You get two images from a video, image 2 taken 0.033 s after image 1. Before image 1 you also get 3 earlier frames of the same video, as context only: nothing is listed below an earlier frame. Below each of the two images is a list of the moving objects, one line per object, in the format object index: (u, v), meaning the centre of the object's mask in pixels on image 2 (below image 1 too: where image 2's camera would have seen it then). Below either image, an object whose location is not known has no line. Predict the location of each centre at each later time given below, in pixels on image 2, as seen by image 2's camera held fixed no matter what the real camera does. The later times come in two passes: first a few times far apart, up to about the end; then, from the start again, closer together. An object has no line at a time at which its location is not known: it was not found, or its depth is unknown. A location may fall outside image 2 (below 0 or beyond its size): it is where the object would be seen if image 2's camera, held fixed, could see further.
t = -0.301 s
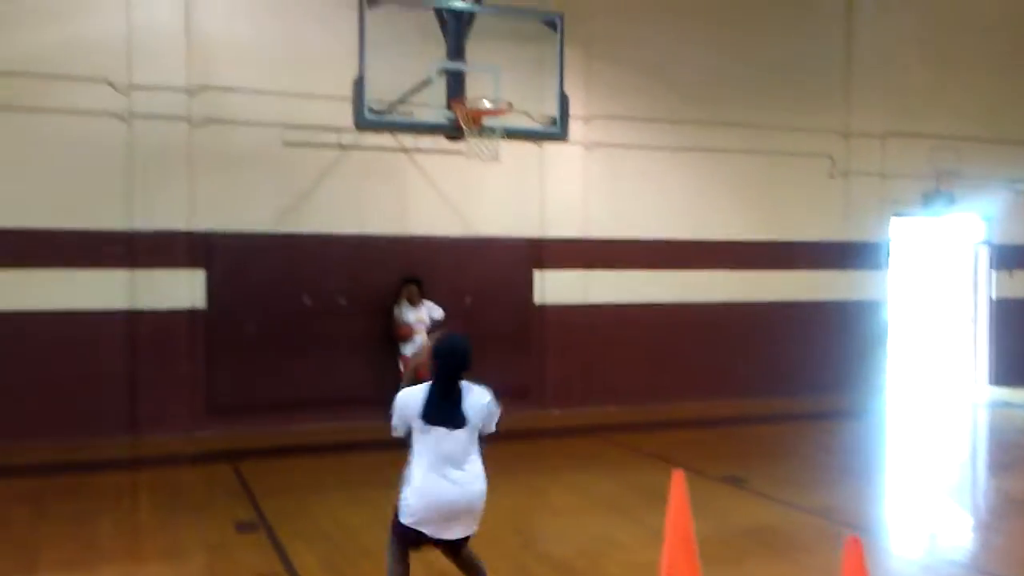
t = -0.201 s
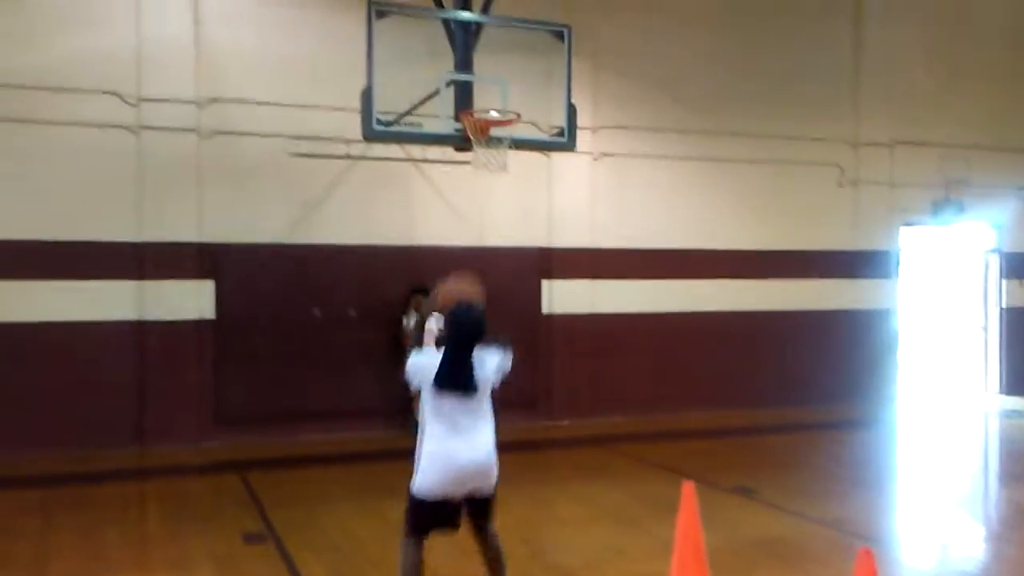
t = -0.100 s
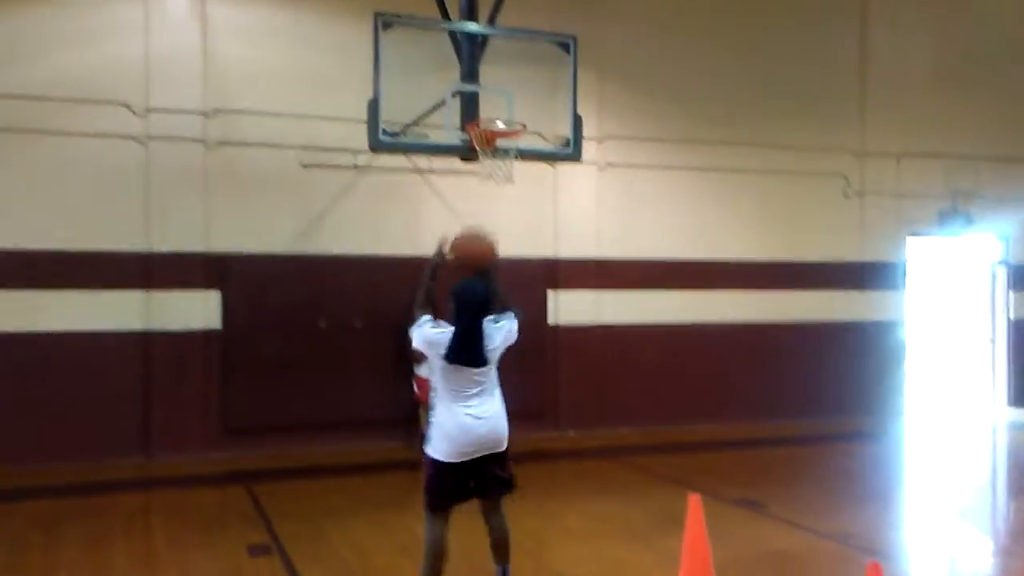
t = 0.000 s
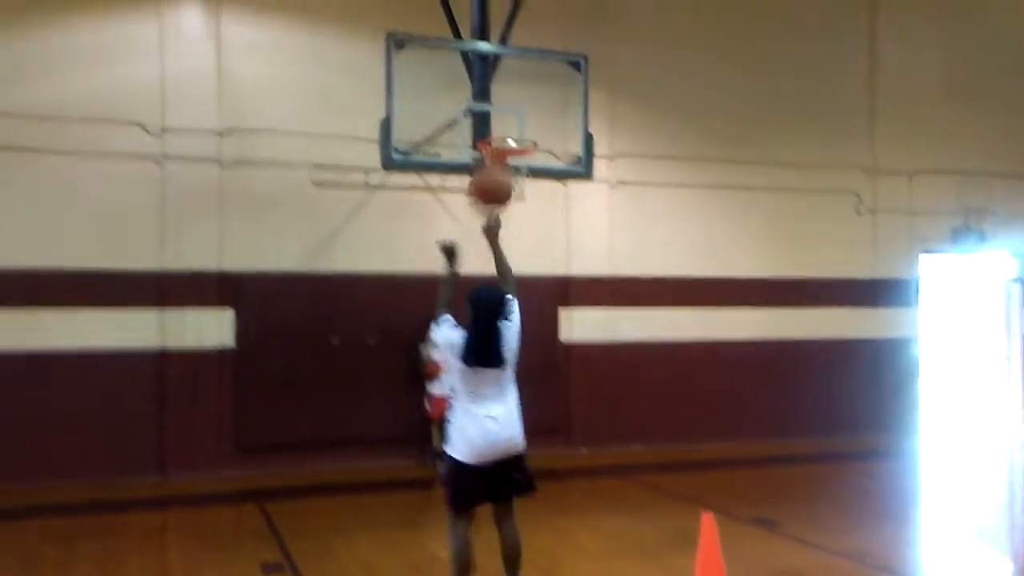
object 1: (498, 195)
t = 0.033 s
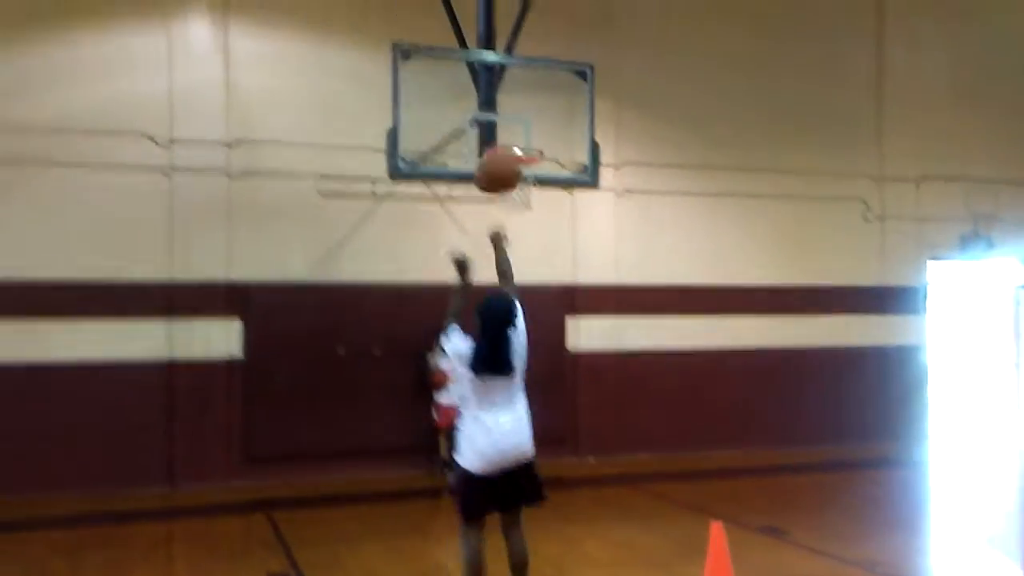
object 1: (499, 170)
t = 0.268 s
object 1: (509, 69)
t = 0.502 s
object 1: (518, 70)
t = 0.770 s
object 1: (525, 143)
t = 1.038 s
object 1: (513, 117)
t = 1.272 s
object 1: (539, 130)
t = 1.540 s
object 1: (573, 231)
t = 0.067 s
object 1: (500, 148)
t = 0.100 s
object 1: (500, 130)
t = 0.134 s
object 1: (503, 112)
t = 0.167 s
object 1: (503, 98)
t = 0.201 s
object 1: (507, 84)
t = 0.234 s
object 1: (508, 76)
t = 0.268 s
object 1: (509, 69)
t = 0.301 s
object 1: (511, 65)
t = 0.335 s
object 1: (512, 62)
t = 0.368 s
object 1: (513, 60)
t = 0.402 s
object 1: (514, 60)
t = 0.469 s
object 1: (517, 65)
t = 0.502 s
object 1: (518, 70)
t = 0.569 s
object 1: (519, 83)
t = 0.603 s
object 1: (521, 92)
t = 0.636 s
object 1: (521, 101)
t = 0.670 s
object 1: (523, 111)
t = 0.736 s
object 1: (524, 134)
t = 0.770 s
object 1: (525, 143)
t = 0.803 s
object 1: (519, 145)
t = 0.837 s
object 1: (508, 143)
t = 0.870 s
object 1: (498, 141)
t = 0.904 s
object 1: (498, 138)
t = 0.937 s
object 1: (503, 131)
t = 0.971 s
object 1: (506, 125)
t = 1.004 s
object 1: (510, 121)
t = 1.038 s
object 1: (513, 117)
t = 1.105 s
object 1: (520, 114)
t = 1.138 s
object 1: (524, 115)
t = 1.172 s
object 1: (528, 117)
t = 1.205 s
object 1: (531, 120)
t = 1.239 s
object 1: (535, 124)
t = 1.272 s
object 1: (539, 130)
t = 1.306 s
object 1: (543, 137)
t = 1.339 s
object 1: (547, 146)
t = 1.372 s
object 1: (551, 156)
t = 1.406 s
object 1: (555, 167)
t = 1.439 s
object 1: (560, 181)
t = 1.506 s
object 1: (568, 210)
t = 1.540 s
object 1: (573, 231)
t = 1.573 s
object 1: (576, 251)
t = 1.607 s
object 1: (581, 270)
